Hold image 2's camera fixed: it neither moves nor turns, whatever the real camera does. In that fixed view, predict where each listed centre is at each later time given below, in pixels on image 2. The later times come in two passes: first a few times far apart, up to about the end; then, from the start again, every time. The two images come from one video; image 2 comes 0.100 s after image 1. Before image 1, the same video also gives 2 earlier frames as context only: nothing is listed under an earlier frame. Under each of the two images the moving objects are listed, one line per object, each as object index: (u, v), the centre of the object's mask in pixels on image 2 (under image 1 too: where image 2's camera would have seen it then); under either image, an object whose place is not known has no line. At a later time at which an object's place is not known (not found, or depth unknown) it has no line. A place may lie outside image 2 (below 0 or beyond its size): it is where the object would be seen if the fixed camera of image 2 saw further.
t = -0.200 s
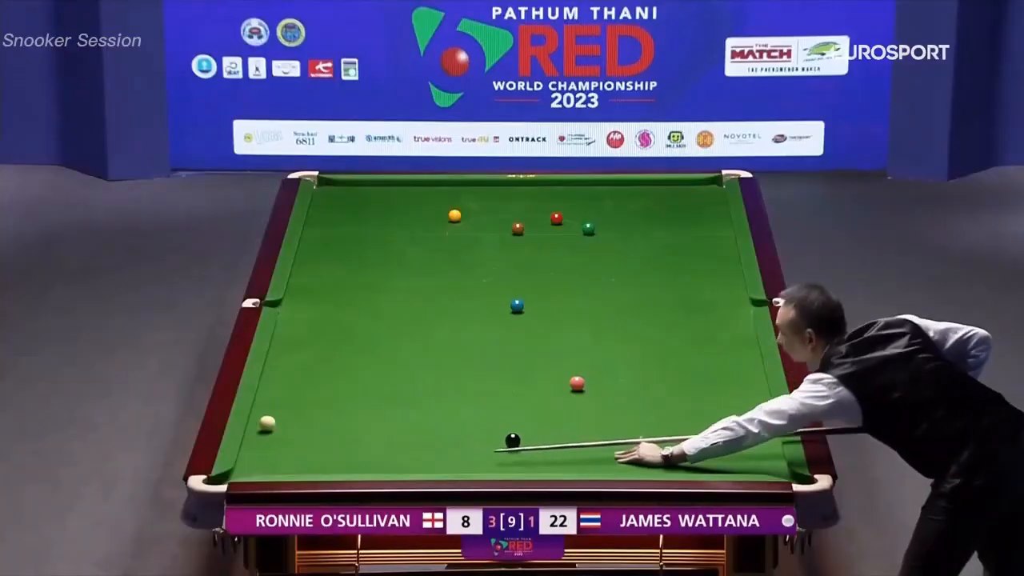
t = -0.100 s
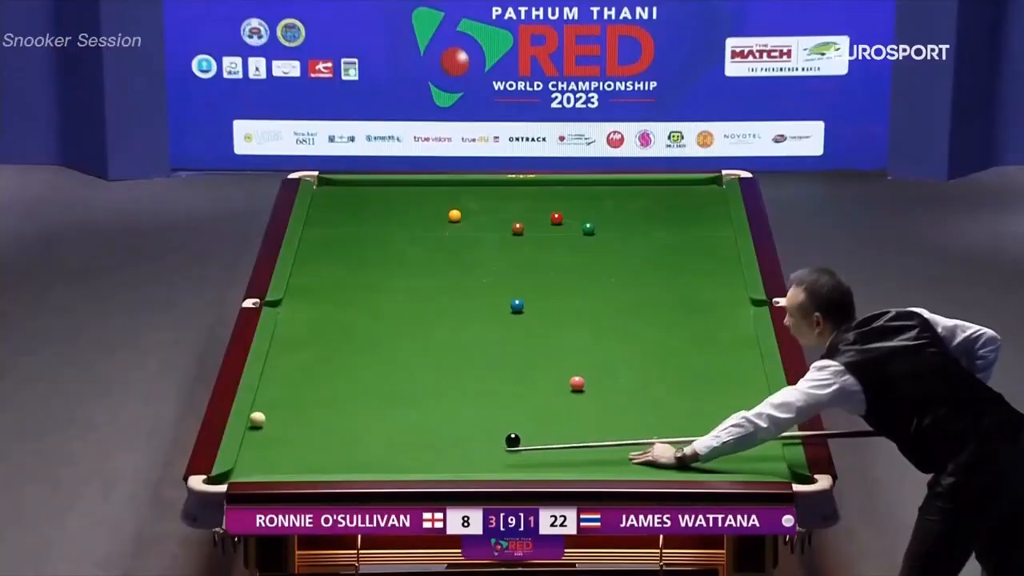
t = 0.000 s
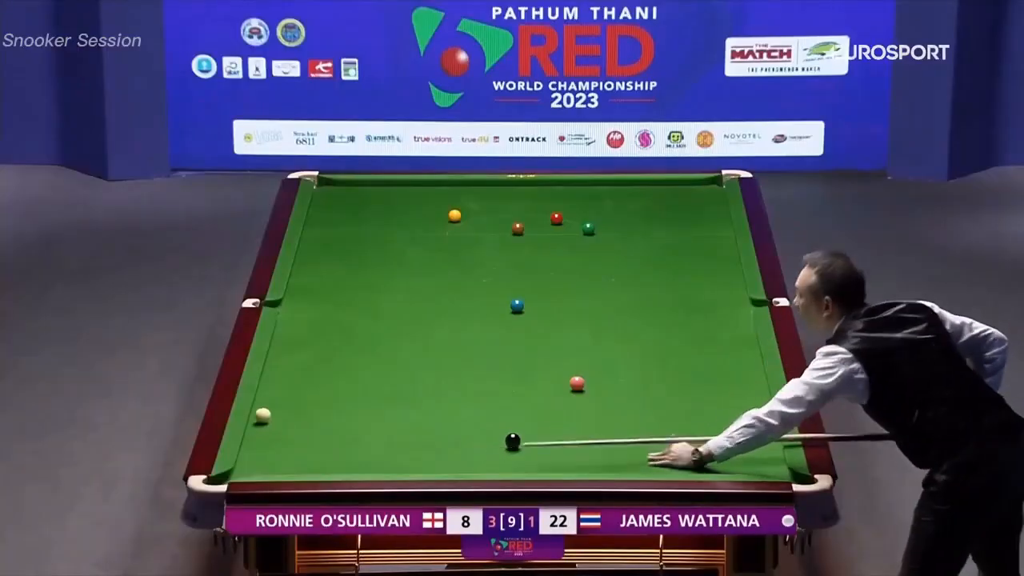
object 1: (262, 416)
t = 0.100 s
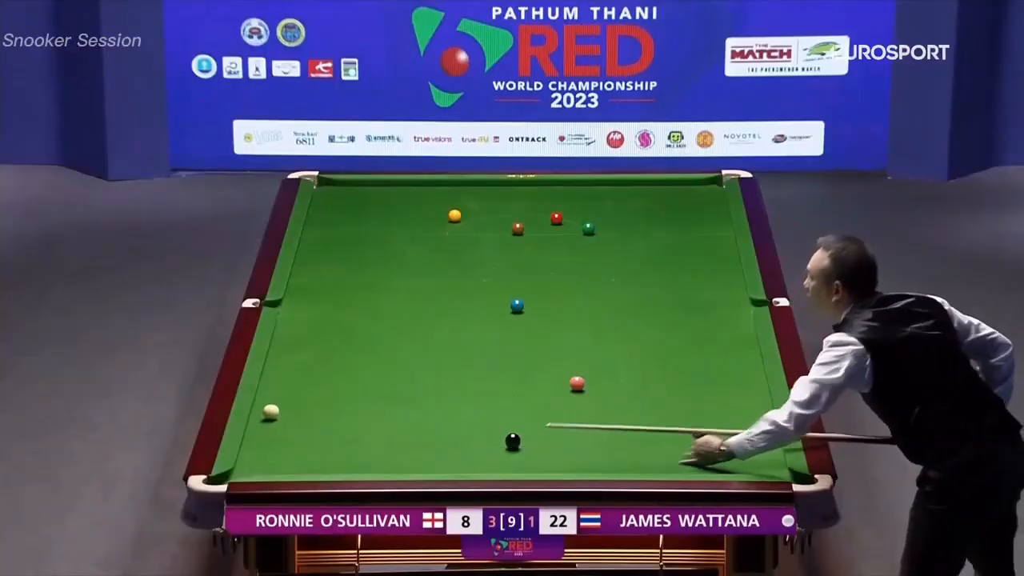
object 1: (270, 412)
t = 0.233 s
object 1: (283, 406)
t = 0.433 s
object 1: (296, 400)
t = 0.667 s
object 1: (313, 392)
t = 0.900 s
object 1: (330, 384)
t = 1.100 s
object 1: (343, 378)
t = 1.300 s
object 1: (352, 374)
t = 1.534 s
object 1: (366, 368)
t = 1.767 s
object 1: (376, 363)
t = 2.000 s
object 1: (387, 358)
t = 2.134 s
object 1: (392, 355)
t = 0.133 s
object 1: (275, 410)
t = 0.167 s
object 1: (277, 409)
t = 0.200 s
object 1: (280, 408)
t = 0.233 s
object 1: (283, 406)
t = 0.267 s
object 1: (285, 406)
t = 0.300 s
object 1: (288, 404)
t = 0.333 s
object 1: (291, 403)
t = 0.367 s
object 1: (292, 402)
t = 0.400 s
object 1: (293, 401)
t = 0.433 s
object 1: (296, 400)
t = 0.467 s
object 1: (299, 399)
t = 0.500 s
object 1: (302, 397)
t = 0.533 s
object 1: (304, 397)
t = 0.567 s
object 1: (306, 395)
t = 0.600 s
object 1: (308, 395)
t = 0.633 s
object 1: (312, 393)
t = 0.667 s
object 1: (313, 392)
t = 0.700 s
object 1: (315, 392)
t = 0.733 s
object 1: (317, 390)
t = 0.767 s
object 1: (320, 389)
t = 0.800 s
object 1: (321, 389)
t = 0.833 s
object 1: (324, 387)
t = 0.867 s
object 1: (326, 386)
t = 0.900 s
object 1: (330, 384)
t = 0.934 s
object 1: (332, 383)
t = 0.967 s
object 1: (334, 383)
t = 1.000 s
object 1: (335, 382)
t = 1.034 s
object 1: (337, 381)
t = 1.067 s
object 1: (340, 380)
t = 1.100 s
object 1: (343, 378)
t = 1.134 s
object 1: (344, 378)
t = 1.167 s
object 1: (347, 377)
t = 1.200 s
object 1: (348, 376)
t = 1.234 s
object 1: (350, 375)
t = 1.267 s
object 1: (351, 375)
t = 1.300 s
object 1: (352, 374)
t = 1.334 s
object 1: (355, 373)
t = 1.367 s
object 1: (357, 371)
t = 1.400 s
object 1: (359, 371)
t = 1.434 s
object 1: (360, 370)
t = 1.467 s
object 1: (363, 369)
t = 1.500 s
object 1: (364, 368)
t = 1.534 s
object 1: (366, 368)
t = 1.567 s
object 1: (367, 367)
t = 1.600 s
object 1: (369, 366)
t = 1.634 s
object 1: (370, 365)
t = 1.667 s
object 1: (372, 364)
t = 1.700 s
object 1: (374, 364)
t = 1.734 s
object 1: (375, 363)
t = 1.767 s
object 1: (376, 363)
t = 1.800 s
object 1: (378, 362)
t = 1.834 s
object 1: (380, 361)
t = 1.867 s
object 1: (380, 360)
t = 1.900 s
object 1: (382, 360)
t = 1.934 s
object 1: (384, 359)
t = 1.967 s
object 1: (385, 358)
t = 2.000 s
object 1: (387, 358)
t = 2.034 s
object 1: (388, 357)
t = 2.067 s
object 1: (389, 356)
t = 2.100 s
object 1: (391, 355)
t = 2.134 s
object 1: (392, 355)
